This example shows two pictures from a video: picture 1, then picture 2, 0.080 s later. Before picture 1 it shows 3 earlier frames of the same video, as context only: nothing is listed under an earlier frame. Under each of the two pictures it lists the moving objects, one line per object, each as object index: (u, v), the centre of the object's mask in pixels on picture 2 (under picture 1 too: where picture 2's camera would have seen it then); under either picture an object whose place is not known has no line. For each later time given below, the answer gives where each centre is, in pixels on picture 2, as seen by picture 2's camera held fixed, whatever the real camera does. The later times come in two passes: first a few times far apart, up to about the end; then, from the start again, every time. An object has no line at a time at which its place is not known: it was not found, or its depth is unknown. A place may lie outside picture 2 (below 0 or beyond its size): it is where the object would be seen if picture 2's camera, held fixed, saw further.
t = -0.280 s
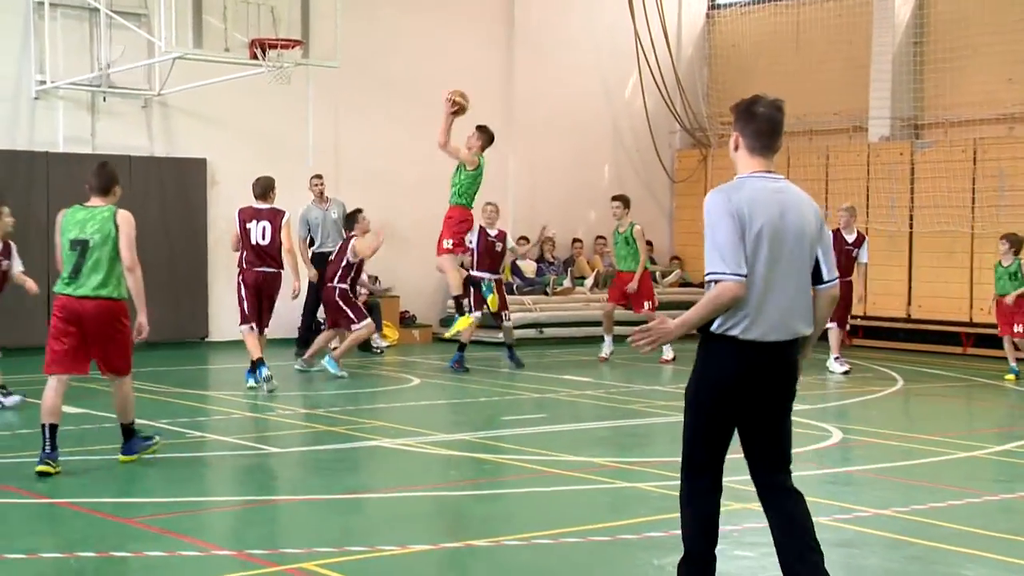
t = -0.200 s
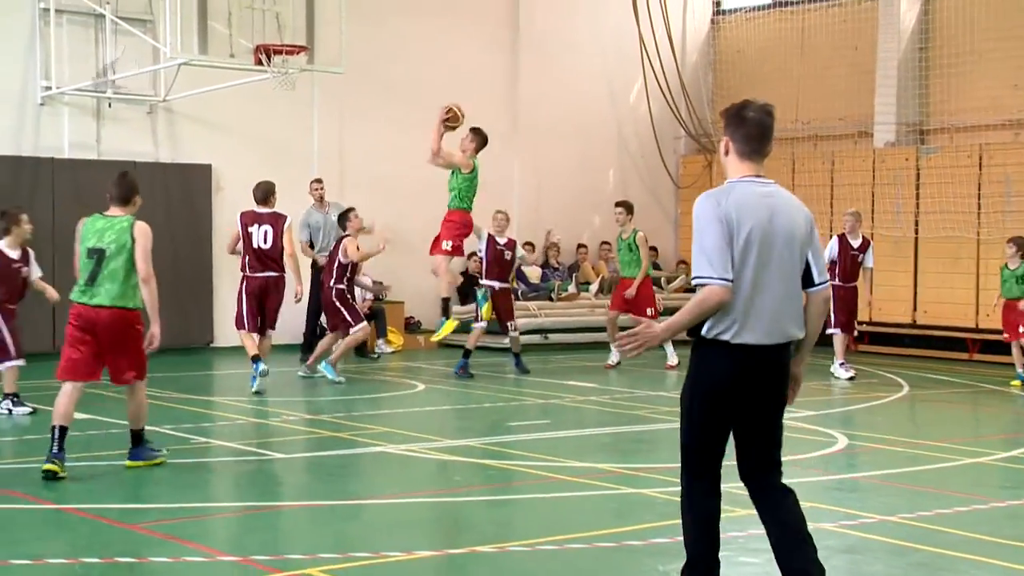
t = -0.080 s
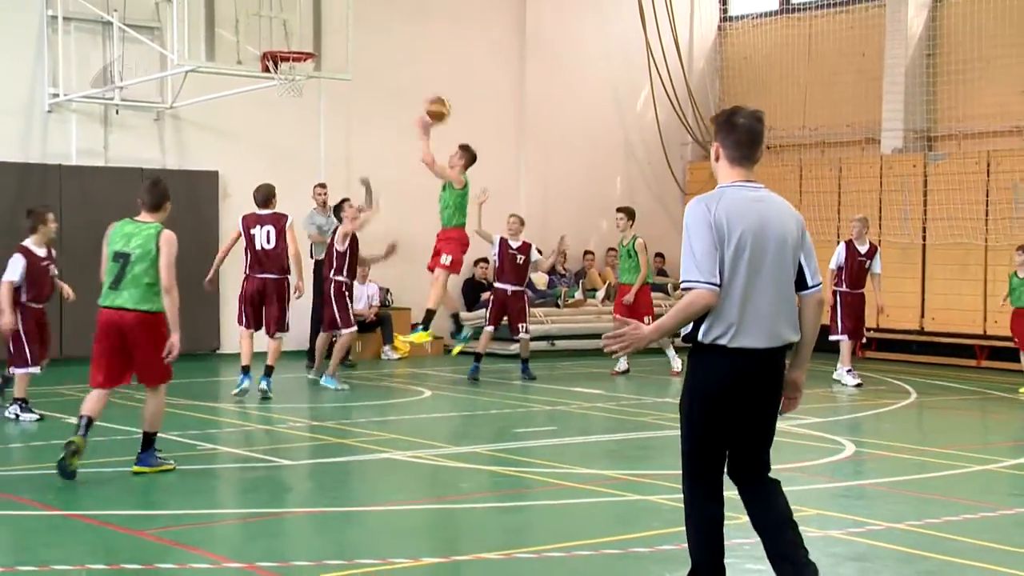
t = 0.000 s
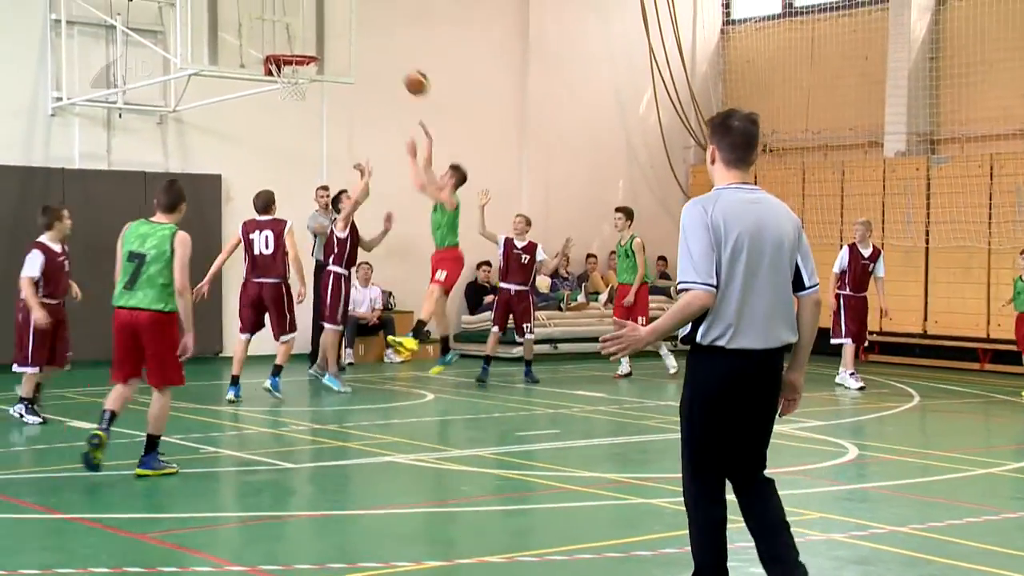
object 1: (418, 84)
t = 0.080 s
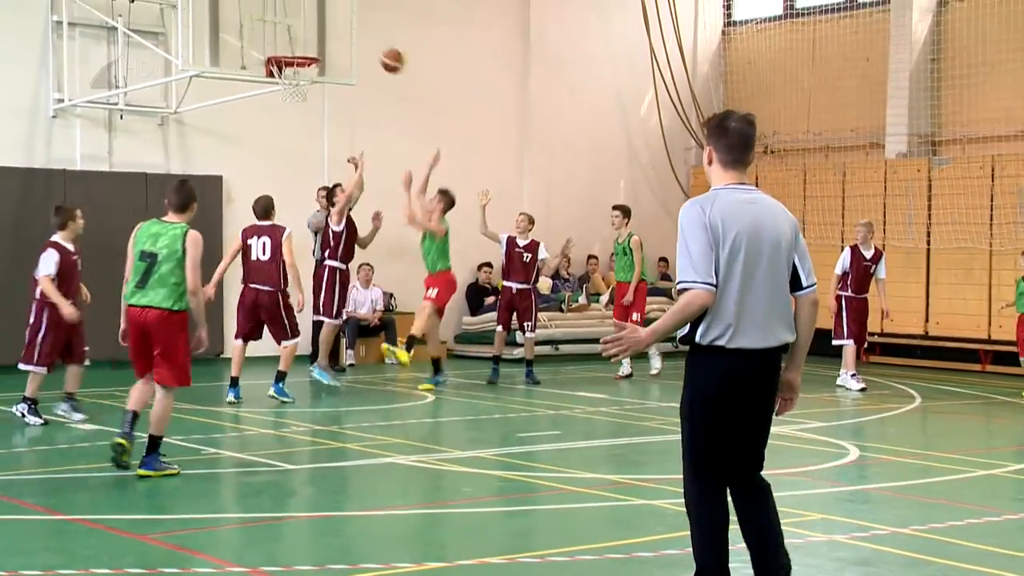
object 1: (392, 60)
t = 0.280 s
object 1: (330, 29)
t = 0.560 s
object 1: (297, 48)
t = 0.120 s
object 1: (380, 50)
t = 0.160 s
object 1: (367, 42)
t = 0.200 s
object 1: (355, 36)
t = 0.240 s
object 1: (343, 32)
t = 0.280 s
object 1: (330, 29)
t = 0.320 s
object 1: (317, 29)
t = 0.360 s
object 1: (305, 29)
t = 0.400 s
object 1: (304, 30)
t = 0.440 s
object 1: (303, 33)
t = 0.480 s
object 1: (300, 37)
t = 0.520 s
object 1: (298, 43)
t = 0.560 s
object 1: (297, 48)
